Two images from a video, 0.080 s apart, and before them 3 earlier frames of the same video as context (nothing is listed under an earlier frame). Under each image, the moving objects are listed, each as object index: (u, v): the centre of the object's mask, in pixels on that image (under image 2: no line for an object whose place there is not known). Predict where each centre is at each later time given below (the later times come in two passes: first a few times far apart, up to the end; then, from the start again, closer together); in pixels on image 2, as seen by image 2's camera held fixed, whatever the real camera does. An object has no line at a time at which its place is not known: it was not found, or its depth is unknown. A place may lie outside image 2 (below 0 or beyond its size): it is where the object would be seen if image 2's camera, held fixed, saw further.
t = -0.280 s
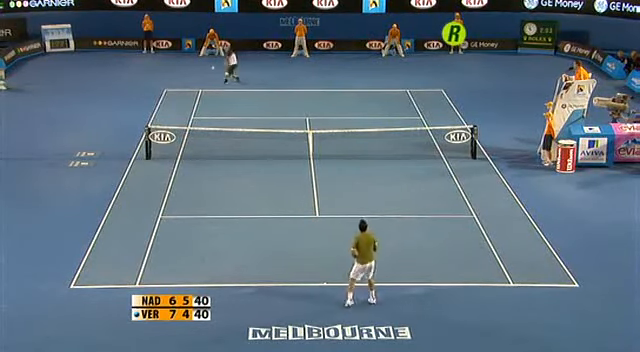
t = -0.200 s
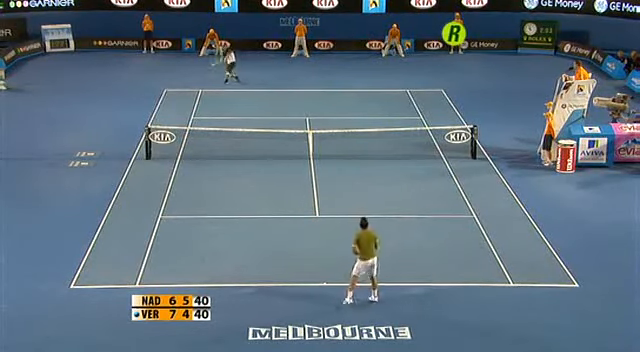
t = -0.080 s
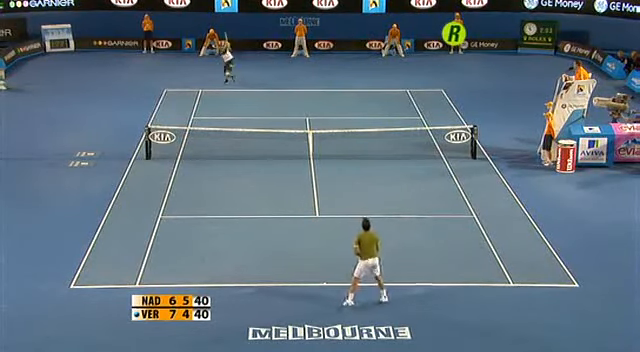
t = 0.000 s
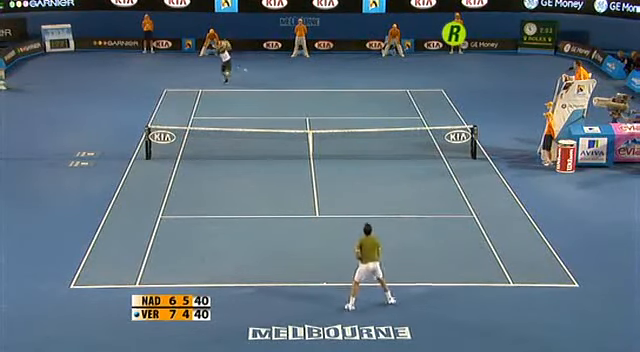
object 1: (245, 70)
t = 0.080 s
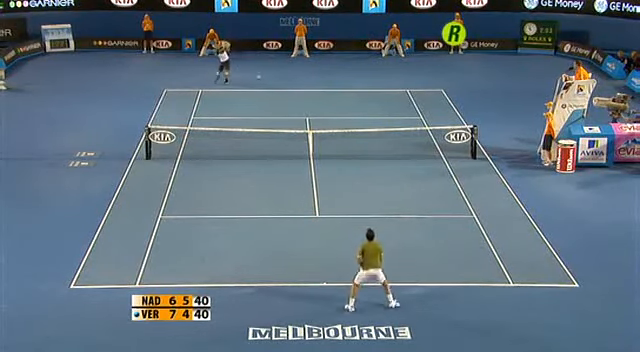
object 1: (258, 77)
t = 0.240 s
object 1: (287, 99)
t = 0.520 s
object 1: (341, 168)
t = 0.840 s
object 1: (395, 203)
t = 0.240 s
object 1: (287, 99)
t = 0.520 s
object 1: (341, 168)
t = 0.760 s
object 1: (383, 203)
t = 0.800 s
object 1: (388, 203)
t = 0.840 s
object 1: (395, 203)
